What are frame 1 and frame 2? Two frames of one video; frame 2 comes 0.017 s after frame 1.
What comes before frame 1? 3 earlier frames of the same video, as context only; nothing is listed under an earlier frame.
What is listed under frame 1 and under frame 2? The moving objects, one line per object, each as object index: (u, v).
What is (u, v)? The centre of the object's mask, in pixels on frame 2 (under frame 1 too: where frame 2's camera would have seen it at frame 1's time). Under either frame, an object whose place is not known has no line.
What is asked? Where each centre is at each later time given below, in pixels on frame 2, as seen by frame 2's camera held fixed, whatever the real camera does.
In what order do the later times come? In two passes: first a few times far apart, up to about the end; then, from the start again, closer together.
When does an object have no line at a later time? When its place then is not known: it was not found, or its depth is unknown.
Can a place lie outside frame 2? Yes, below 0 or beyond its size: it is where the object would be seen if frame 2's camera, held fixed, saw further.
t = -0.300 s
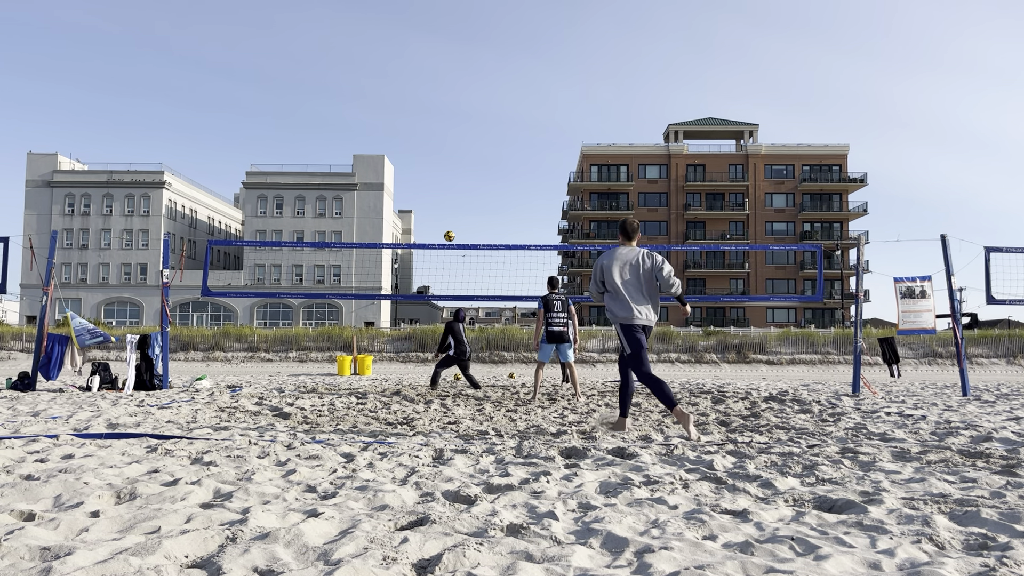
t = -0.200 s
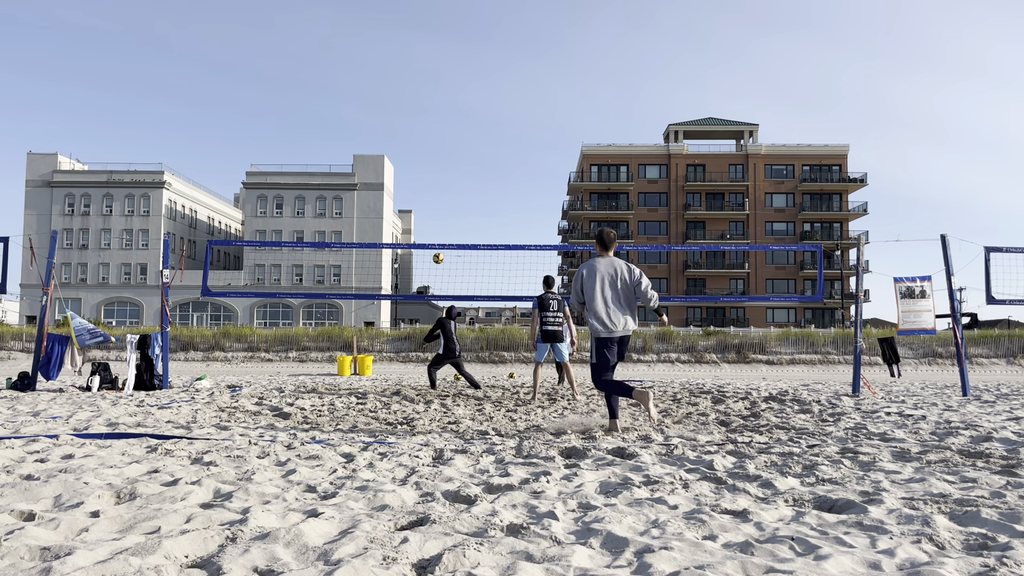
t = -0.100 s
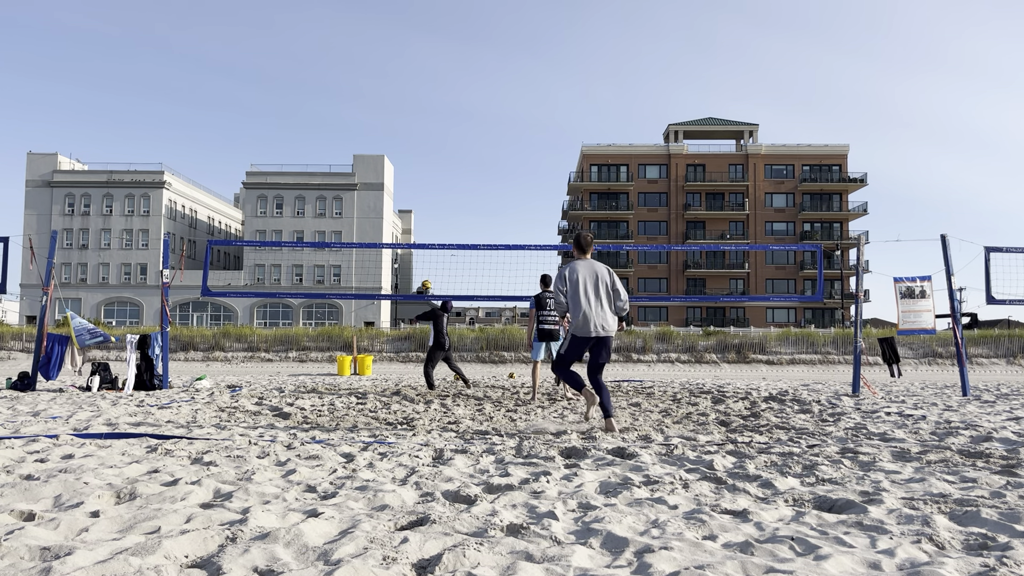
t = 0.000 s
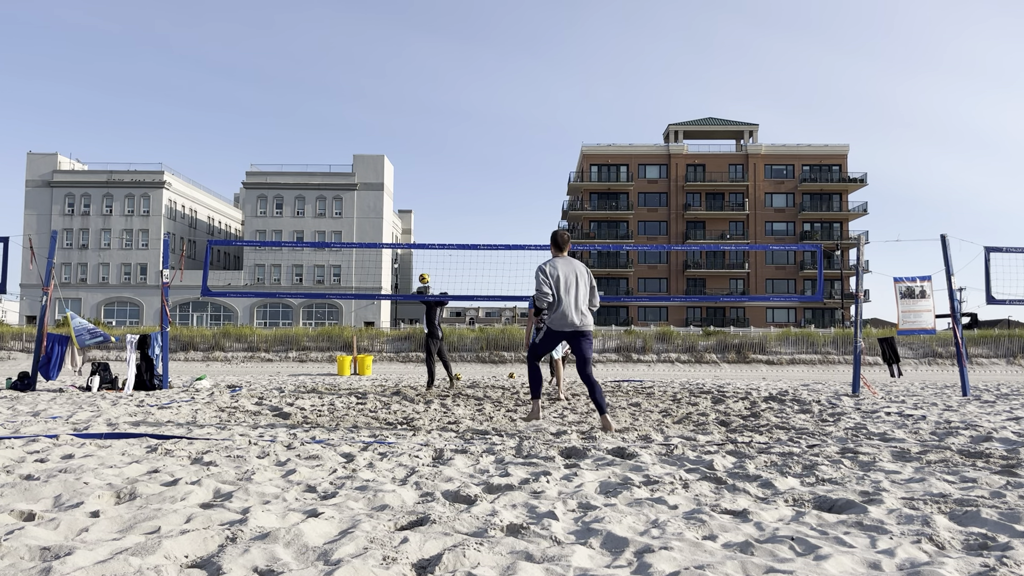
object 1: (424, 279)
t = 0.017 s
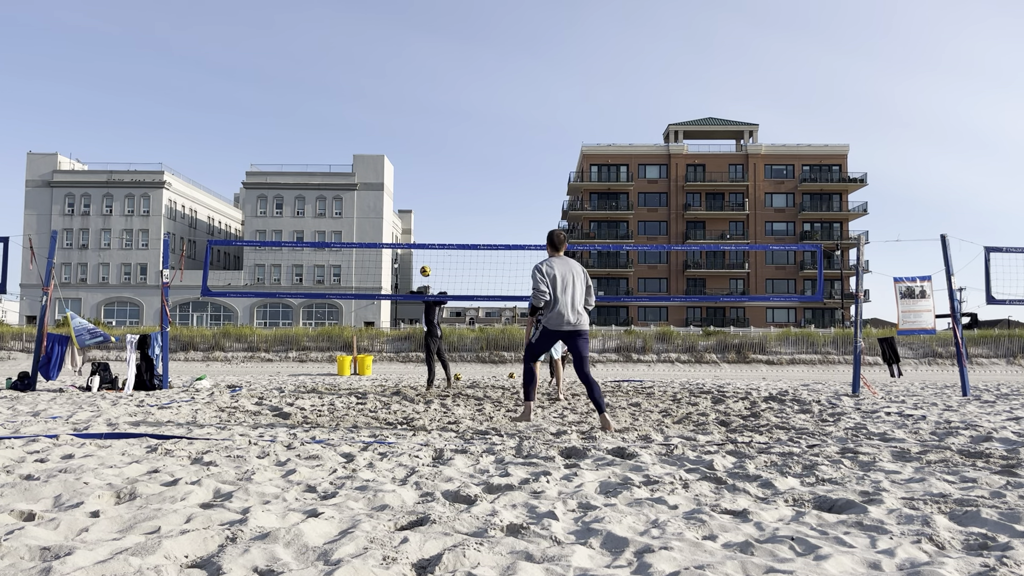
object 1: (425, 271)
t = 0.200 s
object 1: (440, 200)
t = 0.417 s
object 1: (457, 139)
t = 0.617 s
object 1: (473, 105)
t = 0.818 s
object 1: (489, 91)
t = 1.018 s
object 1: (505, 96)
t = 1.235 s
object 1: (522, 125)
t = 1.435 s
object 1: (538, 172)
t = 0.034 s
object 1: (427, 264)
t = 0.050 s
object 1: (428, 257)
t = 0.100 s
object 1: (432, 236)
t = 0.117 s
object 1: (433, 230)
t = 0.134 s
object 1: (435, 223)
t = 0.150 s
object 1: (436, 217)
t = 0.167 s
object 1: (437, 211)
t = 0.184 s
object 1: (439, 205)
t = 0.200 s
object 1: (440, 200)
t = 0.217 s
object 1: (441, 194)
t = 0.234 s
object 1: (443, 189)
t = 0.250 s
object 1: (444, 184)
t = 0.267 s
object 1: (446, 178)
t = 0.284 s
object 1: (447, 174)
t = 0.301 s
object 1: (448, 169)
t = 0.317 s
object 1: (450, 164)
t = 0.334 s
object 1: (451, 160)
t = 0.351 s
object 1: (452, 155)
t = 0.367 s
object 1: (453, 151)
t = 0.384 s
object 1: (455, 147)
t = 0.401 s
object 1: (456, 143)
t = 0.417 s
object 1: (457, 139)
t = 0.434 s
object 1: (459, 135)
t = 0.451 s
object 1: (460, 132)
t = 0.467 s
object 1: (461, 129)
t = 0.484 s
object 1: (463, 125)
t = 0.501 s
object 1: (464, 122)
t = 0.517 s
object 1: (465, 119)
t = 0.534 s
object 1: (467, 116)
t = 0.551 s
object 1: (468, 114)
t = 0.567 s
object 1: (469, 111)
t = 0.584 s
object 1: (471, 109)
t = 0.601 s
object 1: (472, 107)
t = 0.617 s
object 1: (473, 105)
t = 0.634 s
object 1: (475, 103)
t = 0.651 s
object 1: (476, 101)
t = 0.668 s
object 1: (477, 99)
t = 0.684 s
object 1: (479, 98)
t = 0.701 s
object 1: (480, 96)
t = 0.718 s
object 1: (481, 95)
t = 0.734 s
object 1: (483, 94)
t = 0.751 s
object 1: (484, 93)
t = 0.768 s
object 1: (485, 92)
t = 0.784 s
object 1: (487, 91)
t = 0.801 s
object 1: (488, 91)
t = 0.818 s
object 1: (489, 91)
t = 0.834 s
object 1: (491, 90)
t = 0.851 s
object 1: (492, 90)
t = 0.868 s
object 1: (493, 90)
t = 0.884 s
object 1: (494, 90)
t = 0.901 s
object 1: (496, 91)
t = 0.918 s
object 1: (497, 91)
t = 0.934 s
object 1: (498, 91)
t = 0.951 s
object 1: (500, 92)
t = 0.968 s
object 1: (501, 93)
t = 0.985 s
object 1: (502, 94)
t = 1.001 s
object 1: (504, 95)
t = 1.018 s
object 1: (505, 96)
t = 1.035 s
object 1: (506, 98)
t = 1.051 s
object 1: (508, 99)
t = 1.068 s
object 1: (509, 101)
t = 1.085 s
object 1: (510, 103)
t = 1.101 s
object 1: (512, 105)
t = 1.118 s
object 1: (513, 107)
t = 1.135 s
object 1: (514, 109)
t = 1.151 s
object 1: (516, 111)
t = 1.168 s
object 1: (517, 114)
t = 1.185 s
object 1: (518, 116)
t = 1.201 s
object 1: (520, 119)
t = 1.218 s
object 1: (521, 122)
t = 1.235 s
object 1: (522, 125)
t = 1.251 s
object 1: (524, 128)
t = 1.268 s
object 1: (525, 132)
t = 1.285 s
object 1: (526, 135)
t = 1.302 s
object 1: (528, 139)
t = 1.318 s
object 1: (529, 142)
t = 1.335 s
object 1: (530, 146)
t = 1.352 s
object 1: (532, 150)
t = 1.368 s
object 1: (533, 154)
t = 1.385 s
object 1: (534, 159)
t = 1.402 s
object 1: (535, 163)
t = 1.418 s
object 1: (537, 167)
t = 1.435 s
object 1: (538, 172)
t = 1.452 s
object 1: (540, 177)
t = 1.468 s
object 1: (541, 182)
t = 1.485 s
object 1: (543, 187)
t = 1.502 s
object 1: (544, 192)
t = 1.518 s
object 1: (546, 197)
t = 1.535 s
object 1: (547, 203)
